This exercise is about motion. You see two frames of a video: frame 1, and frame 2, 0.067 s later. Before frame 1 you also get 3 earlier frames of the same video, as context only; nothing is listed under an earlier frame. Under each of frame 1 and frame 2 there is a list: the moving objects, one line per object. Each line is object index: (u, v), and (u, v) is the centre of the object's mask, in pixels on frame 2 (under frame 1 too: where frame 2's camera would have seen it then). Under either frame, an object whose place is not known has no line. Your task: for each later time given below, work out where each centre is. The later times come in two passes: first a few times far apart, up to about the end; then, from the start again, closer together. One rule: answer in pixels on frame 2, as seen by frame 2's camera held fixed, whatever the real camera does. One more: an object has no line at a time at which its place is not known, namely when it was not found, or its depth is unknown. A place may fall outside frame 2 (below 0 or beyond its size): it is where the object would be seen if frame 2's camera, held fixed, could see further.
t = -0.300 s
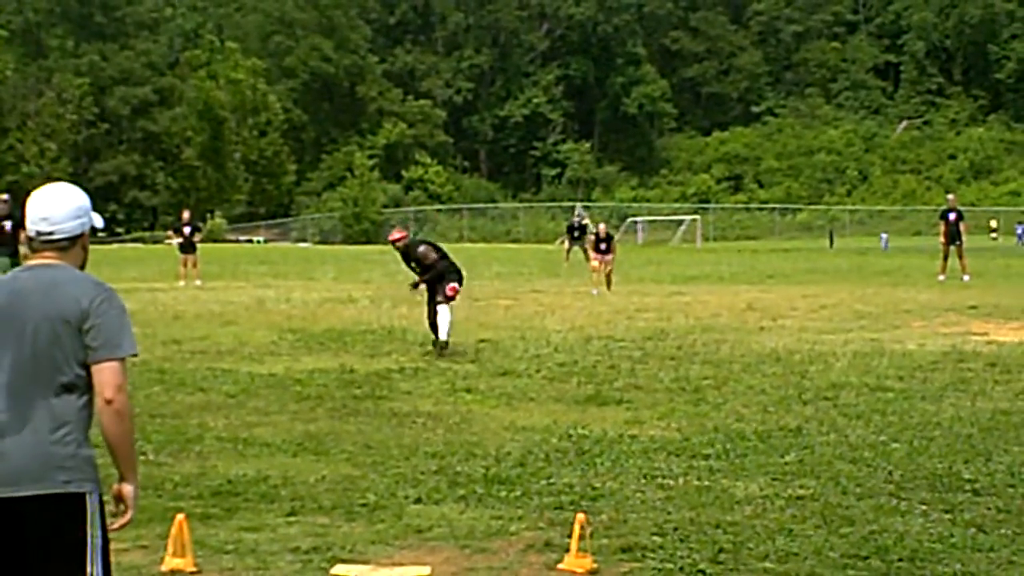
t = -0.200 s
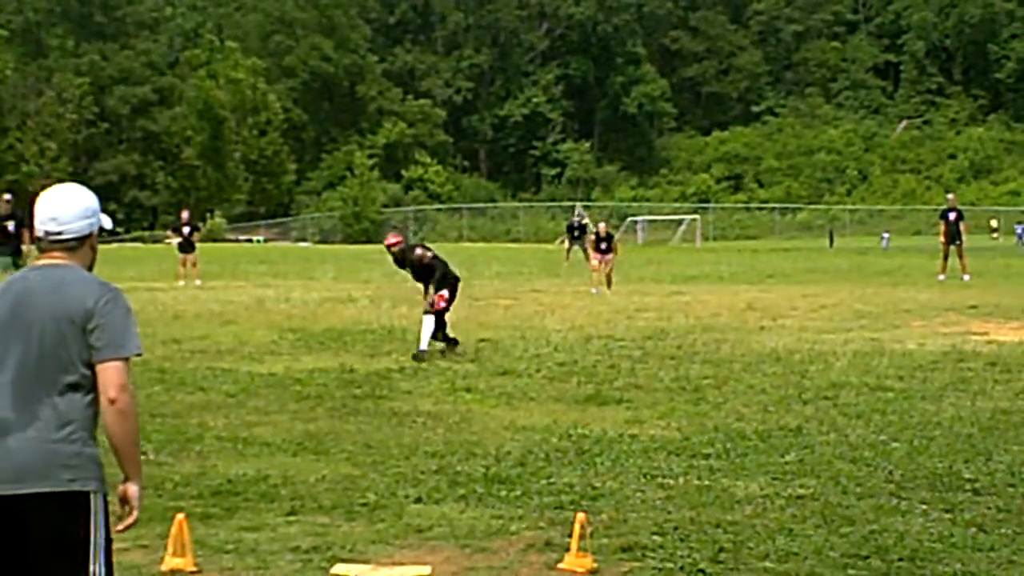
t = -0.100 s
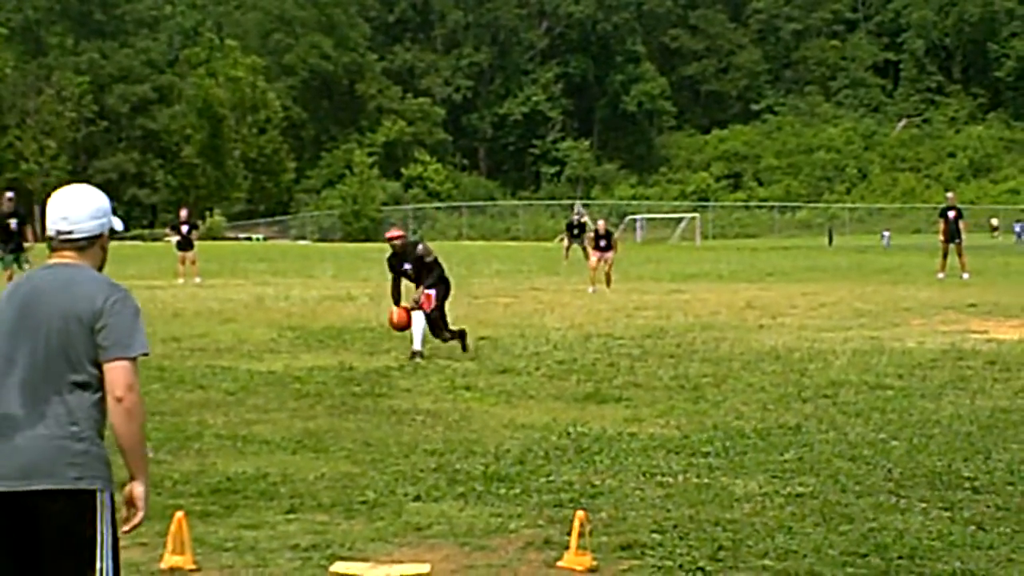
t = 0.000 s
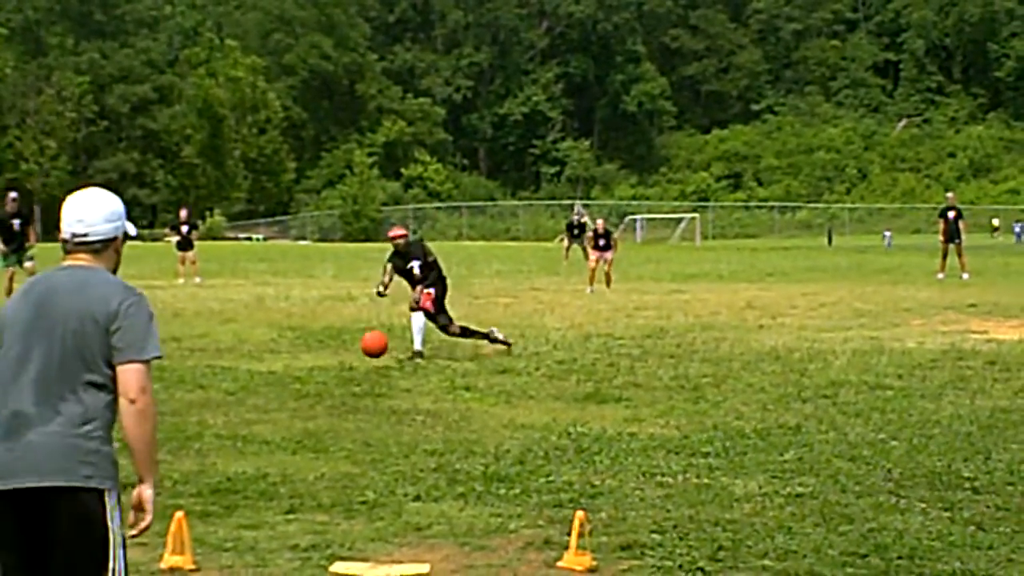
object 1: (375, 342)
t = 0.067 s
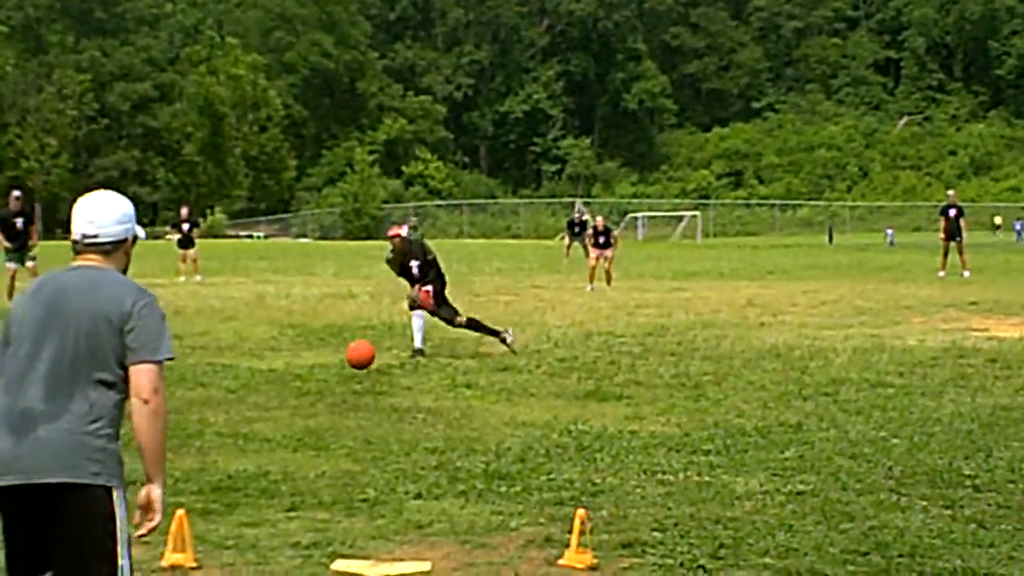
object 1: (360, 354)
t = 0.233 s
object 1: (340, 368)
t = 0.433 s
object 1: (330, 397)
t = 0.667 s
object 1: (316, 431)
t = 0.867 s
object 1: (304, 474)
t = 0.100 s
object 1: (353, 364)
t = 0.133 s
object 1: (345, 373)
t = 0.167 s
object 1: (343, 371)
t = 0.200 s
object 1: (342, 369)
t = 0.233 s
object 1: (340, 368)
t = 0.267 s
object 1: (338, 368)
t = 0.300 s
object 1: (337, 370)
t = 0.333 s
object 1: (335, 373)
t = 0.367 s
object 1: (333, 380)
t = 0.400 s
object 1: (332, 387)
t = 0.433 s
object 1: (330, 397)
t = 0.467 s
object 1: (328, 407)
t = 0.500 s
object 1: (326, 414)
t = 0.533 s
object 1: (324, 415)
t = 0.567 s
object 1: (322, 416)
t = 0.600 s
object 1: (321, 418)
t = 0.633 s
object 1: (318, 424)
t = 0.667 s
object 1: (316, 431)
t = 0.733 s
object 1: (312, 452)
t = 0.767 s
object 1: (310, 463)
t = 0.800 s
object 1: (308, 469)
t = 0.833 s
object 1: (306, 473)
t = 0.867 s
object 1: (304, 474)
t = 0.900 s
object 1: (302, 479)
